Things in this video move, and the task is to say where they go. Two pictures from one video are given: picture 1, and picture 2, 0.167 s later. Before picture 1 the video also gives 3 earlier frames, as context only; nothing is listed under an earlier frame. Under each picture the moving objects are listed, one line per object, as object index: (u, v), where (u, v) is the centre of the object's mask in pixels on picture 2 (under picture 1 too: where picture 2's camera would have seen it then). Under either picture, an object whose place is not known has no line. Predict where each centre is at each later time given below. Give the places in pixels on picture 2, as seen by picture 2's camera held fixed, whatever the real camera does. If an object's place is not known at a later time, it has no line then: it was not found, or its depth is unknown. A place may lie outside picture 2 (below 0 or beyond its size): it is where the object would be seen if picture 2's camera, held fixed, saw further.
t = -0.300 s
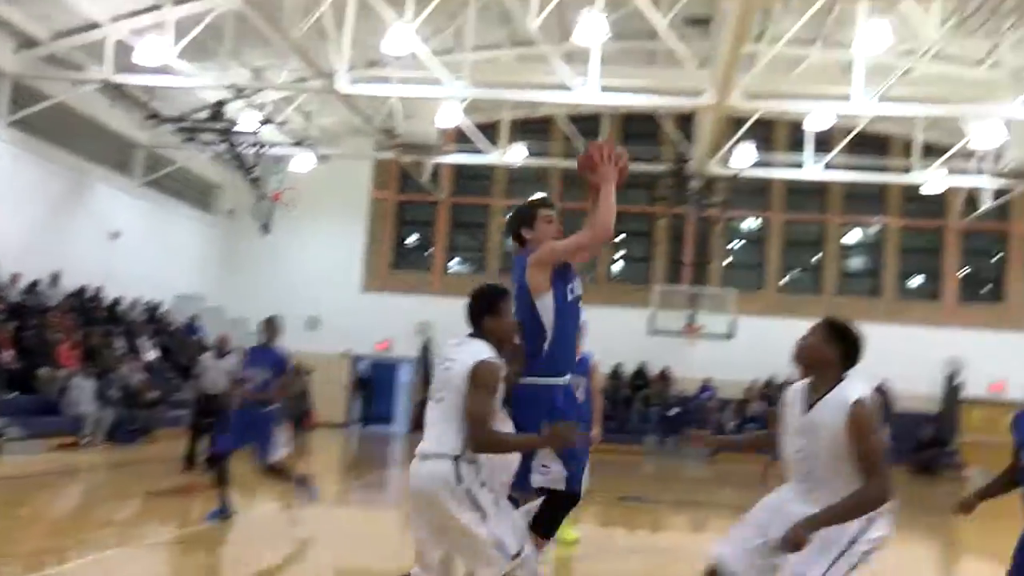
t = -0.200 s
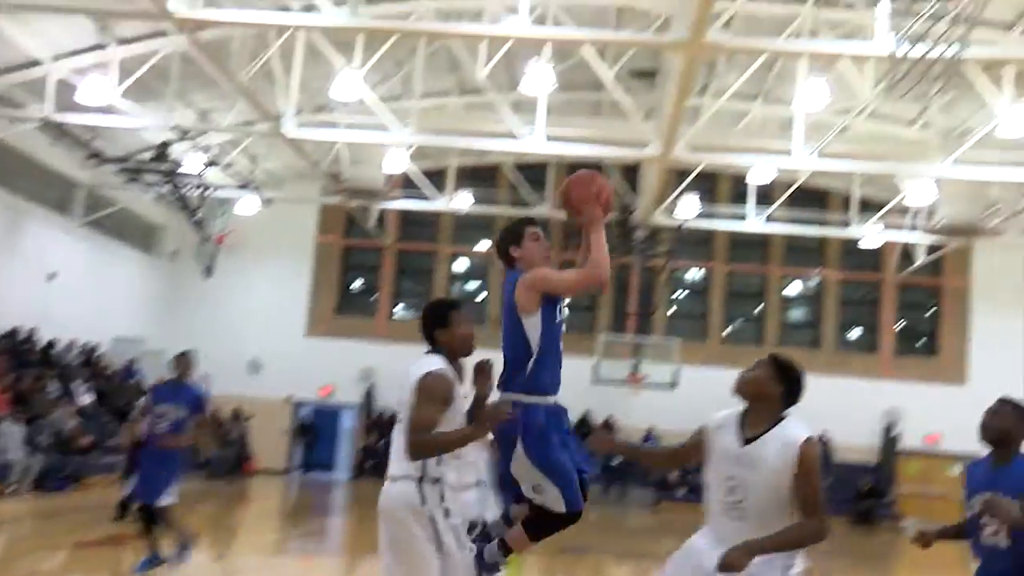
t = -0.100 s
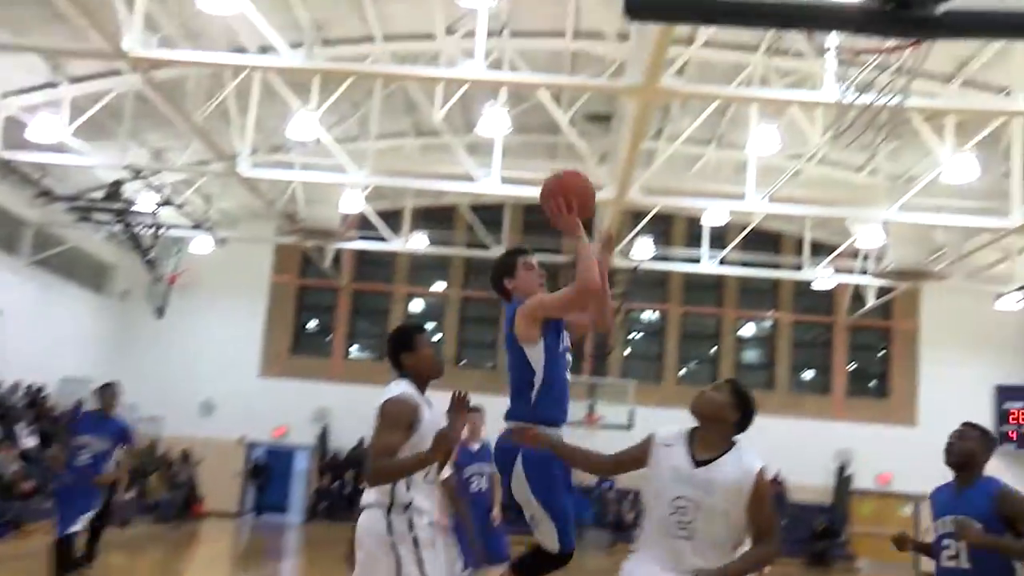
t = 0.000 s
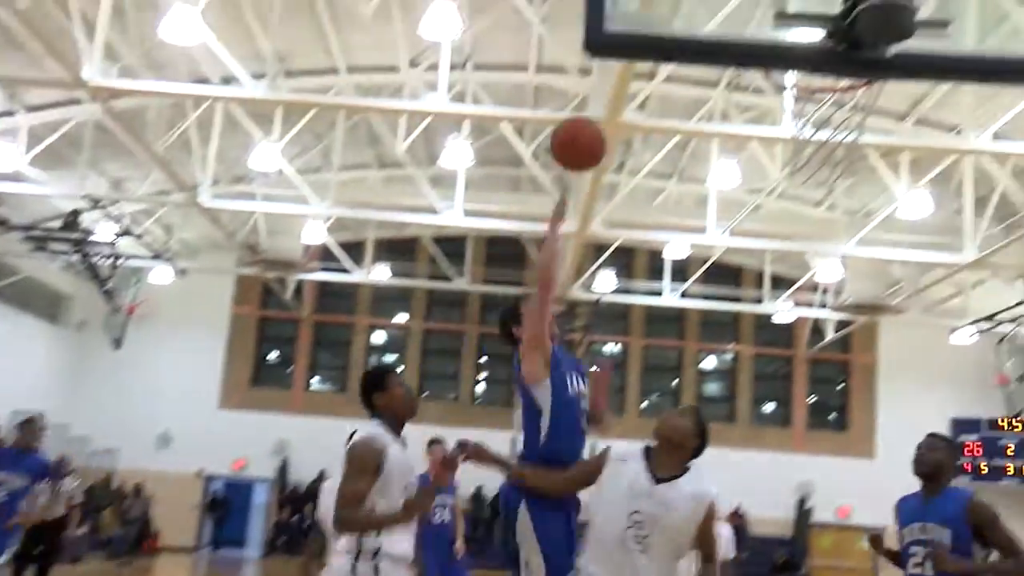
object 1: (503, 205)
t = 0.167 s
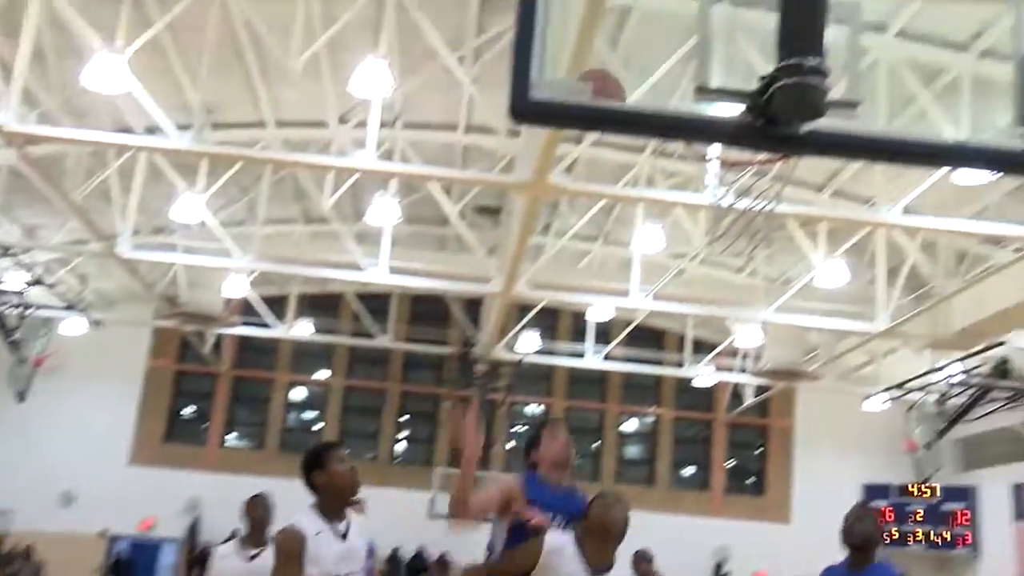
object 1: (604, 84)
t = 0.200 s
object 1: (619, 76)
